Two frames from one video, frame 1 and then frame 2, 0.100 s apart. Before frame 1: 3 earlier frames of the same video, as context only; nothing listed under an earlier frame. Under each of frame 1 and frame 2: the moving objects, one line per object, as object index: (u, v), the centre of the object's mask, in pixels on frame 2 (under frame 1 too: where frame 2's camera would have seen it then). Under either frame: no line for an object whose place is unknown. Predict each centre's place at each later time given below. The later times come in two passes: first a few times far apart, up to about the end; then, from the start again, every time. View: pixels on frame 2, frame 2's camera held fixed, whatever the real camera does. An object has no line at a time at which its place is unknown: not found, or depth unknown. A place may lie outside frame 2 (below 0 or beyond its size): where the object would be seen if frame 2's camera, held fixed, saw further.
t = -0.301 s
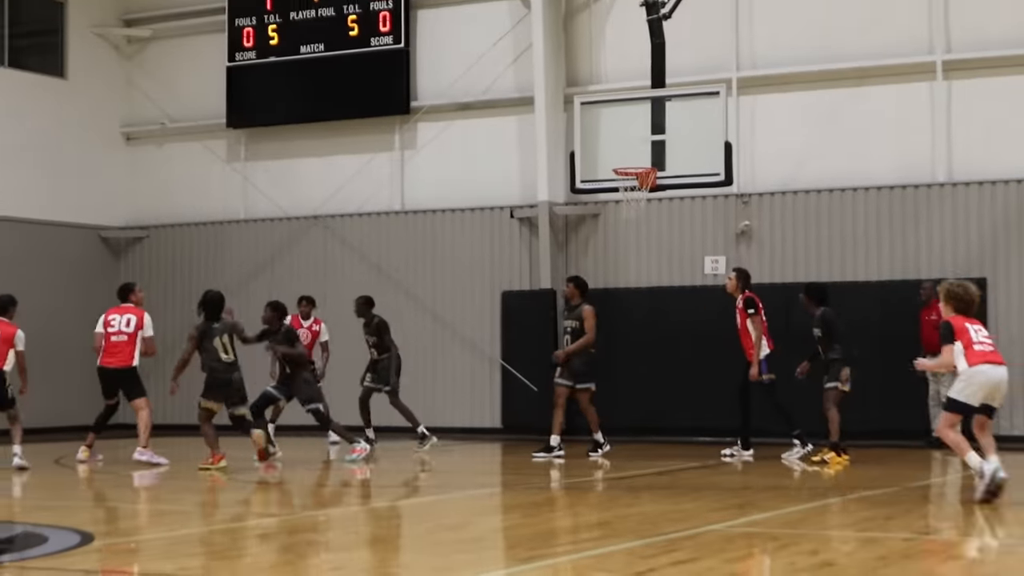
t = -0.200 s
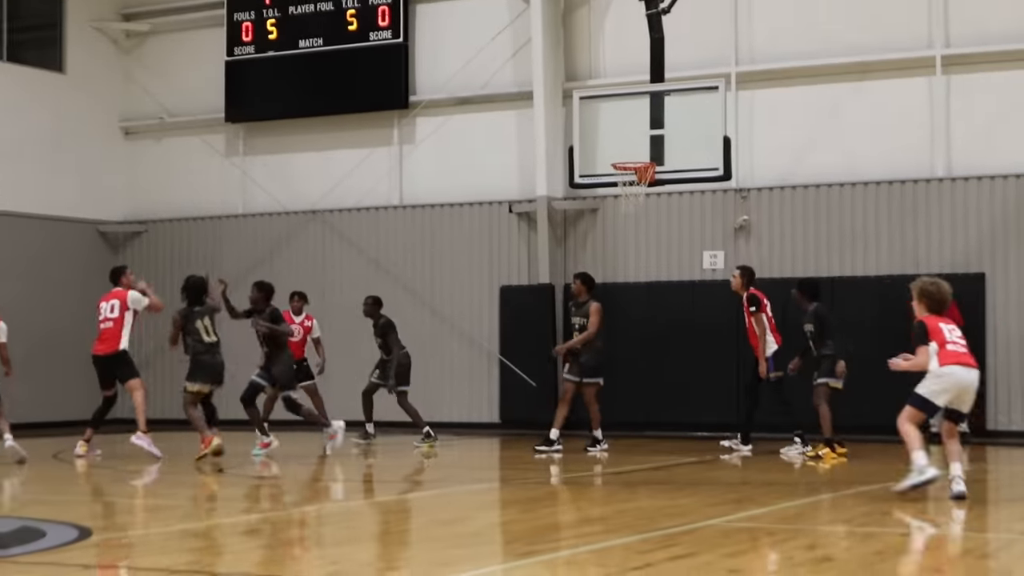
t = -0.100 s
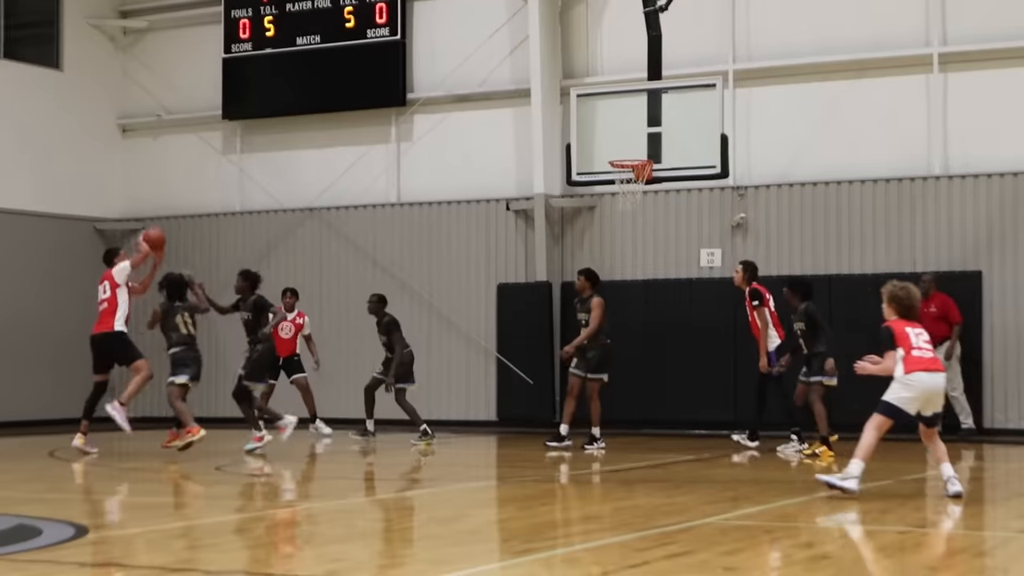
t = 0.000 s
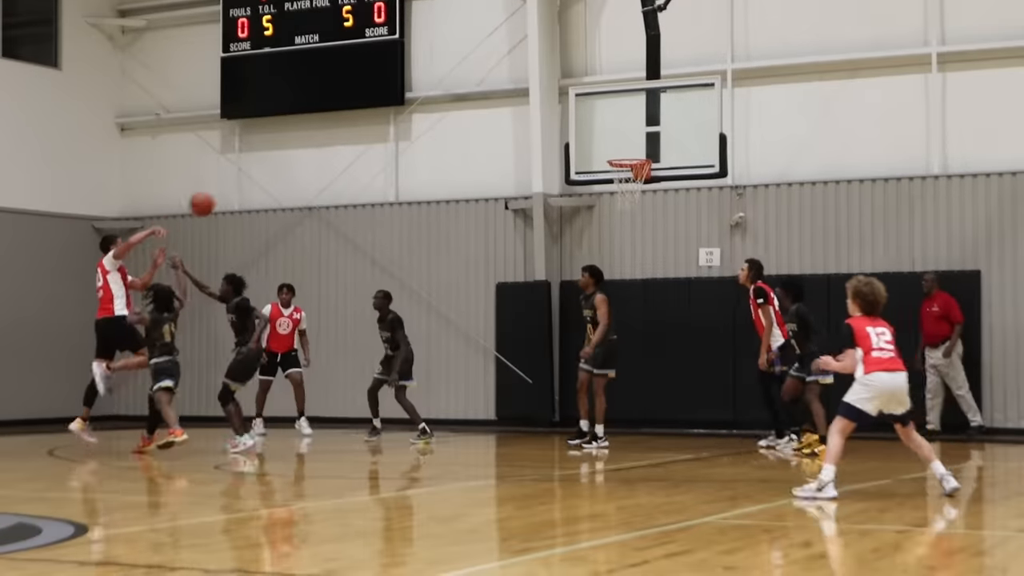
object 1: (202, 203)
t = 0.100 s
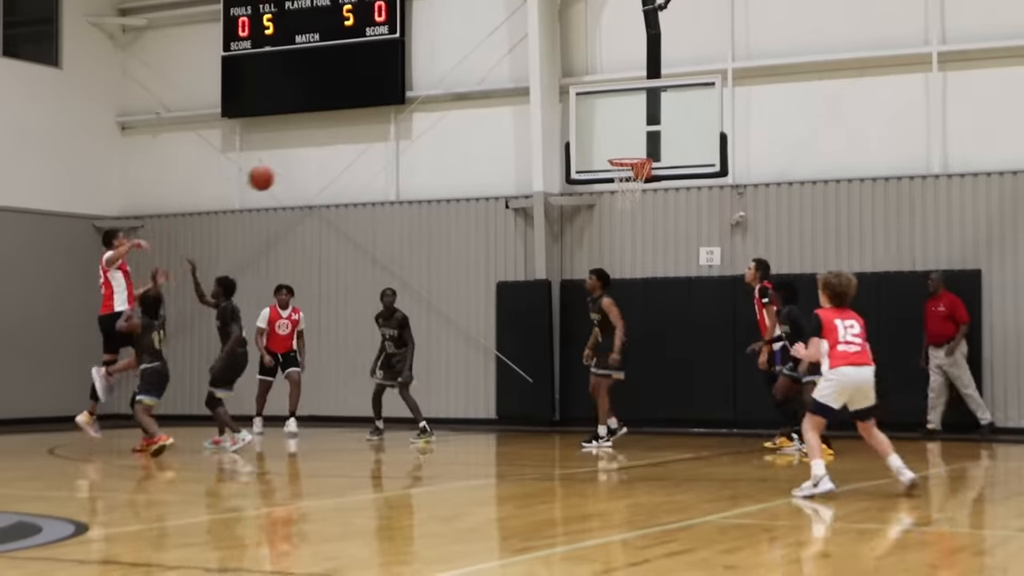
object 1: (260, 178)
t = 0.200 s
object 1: (324, 161)
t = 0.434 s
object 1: (496, 159)
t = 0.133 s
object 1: (281, 171)
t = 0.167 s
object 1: (302, 166)
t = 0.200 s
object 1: (324, 161)
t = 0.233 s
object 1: (346, 157)
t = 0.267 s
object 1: (369, 155)
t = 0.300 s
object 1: (393, 154)
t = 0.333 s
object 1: (418, 153)
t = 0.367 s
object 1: (443, 154)
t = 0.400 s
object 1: (469, 156)
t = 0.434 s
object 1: (496, 159)
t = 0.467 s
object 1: (524, 164)
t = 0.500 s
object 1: (554, 171)
